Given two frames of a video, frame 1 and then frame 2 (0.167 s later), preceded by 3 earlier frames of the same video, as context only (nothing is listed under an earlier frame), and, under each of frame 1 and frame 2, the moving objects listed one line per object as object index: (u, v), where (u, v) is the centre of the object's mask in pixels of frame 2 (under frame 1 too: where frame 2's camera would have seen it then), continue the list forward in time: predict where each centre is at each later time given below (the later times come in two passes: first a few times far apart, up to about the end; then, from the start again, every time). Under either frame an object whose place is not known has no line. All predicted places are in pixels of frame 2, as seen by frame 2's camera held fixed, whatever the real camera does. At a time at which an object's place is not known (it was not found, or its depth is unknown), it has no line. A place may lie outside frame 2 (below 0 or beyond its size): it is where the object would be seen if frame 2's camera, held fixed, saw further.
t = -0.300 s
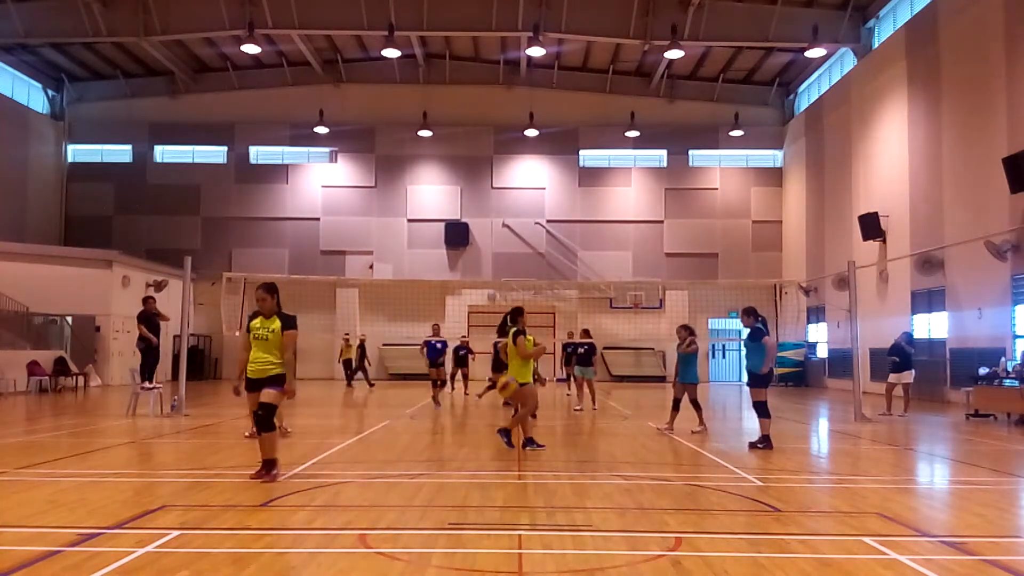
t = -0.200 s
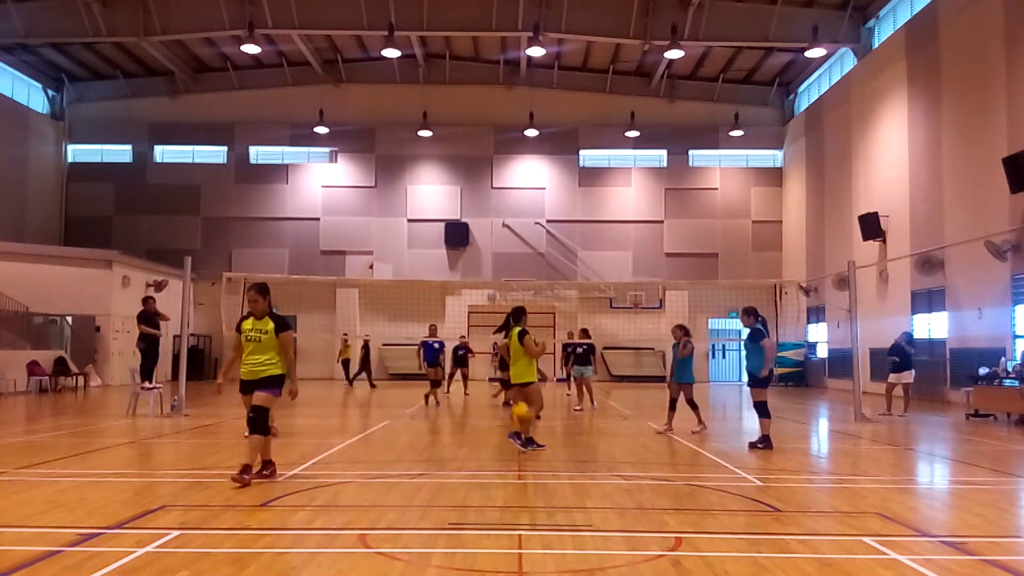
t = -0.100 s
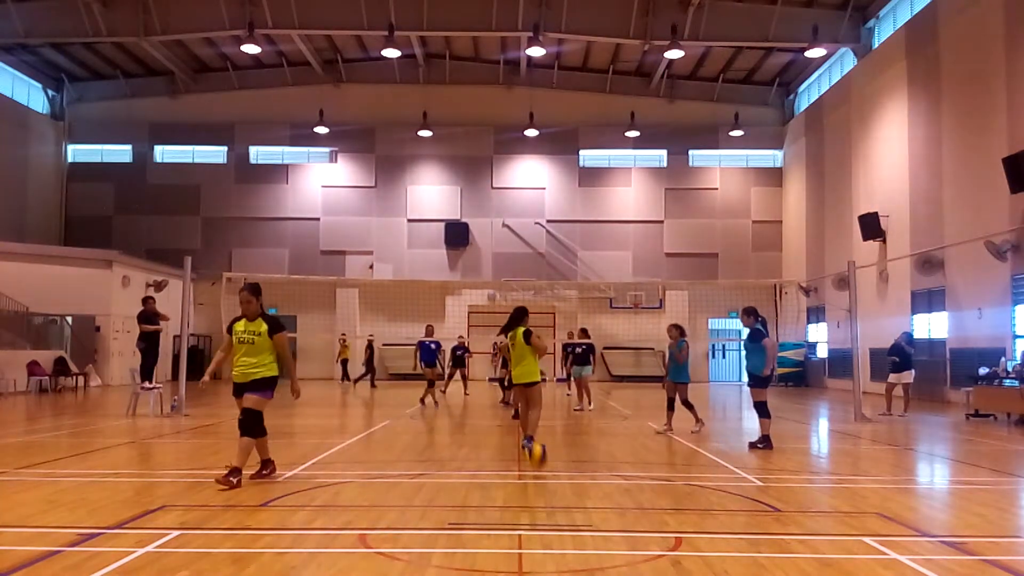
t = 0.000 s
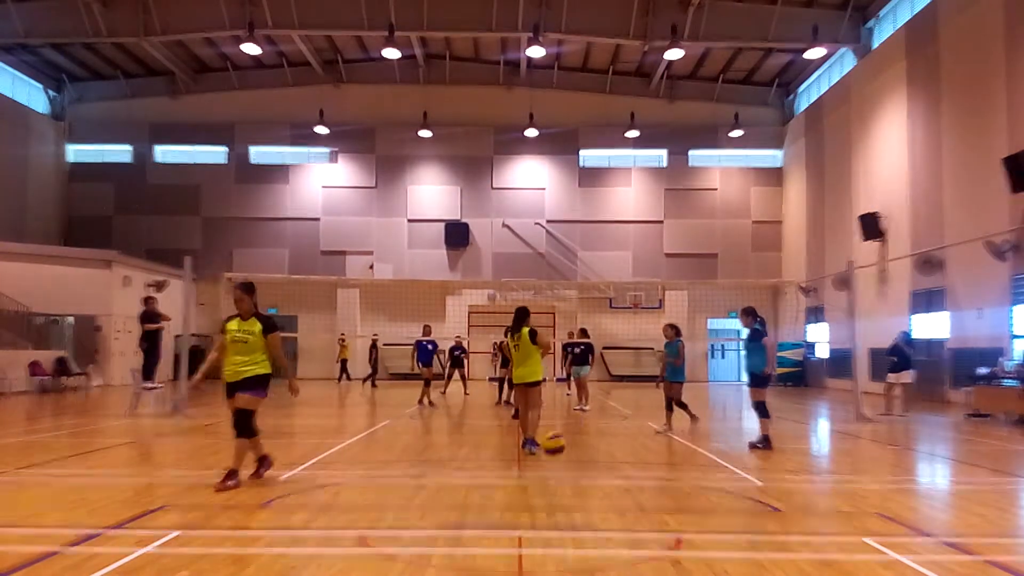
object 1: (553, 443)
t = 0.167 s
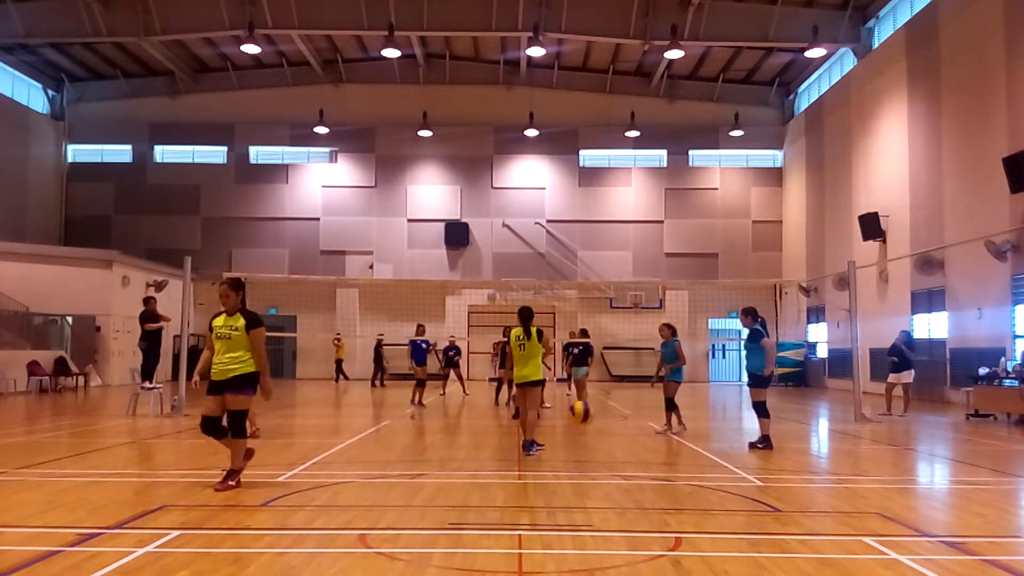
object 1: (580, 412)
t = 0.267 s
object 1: (599, 411)
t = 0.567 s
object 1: (658, 485)
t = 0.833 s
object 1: (719, 445)
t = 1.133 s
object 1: (802, 511)
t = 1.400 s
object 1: (877, 484)
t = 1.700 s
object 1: (987, 539)
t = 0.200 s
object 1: (587, 411)
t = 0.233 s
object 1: (594, 410)
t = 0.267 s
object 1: (599, 411)
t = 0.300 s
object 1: (605, 411)
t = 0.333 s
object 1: (611, 415)
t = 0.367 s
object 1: (617, 420)
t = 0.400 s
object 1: (624, 426)
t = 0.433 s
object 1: (630, 433)
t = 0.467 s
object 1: (636, 442)
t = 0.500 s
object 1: (645, 455)
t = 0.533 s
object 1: (652, 470)
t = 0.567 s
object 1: (658, 485)
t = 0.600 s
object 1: (666, 489)
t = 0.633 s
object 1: (672, 478)
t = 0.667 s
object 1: (680, 470)
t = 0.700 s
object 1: (687, 462)
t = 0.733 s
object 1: (694, 455)
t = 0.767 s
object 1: (702, 448)
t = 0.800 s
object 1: (711, 446)
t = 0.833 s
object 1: (719, 445)
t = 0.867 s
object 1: (727, 445)
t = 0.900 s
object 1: (735, 445)
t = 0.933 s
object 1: (743, 449)
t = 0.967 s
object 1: (752, 454)
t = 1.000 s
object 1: (761, 461)
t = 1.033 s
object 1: (770, 470)
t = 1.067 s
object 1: (779, 480)
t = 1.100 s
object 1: (789, 494)
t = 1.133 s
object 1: (802, 511)
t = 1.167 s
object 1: (810, 520)
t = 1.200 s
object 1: (820, 508)
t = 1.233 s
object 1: (829, 500)
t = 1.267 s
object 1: (838, 494)
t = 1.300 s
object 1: (848, 489)
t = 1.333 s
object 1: (857, 486)
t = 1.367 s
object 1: (867, 485)
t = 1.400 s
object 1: (877, 484)
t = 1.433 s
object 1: (889, 487)
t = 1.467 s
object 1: (901, 492)
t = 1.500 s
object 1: (913, 499)
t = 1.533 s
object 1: (925, 506)
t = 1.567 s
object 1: (937, 518)
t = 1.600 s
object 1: (949, 535)
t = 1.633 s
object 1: (962, 553)
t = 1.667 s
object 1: (974, 548)
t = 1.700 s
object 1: (987, 539)
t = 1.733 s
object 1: (1000, 534)
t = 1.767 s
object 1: (1009, 528)
